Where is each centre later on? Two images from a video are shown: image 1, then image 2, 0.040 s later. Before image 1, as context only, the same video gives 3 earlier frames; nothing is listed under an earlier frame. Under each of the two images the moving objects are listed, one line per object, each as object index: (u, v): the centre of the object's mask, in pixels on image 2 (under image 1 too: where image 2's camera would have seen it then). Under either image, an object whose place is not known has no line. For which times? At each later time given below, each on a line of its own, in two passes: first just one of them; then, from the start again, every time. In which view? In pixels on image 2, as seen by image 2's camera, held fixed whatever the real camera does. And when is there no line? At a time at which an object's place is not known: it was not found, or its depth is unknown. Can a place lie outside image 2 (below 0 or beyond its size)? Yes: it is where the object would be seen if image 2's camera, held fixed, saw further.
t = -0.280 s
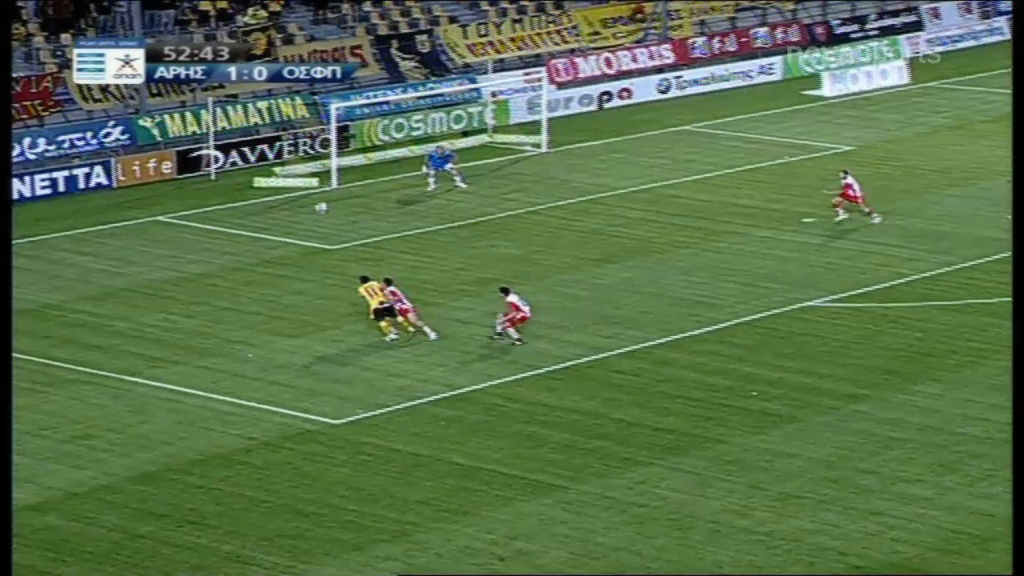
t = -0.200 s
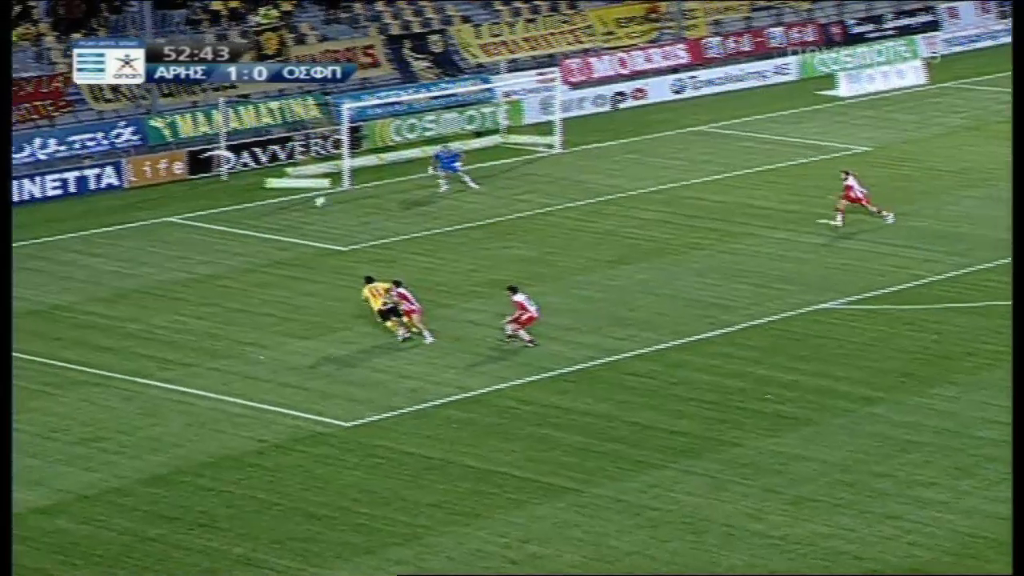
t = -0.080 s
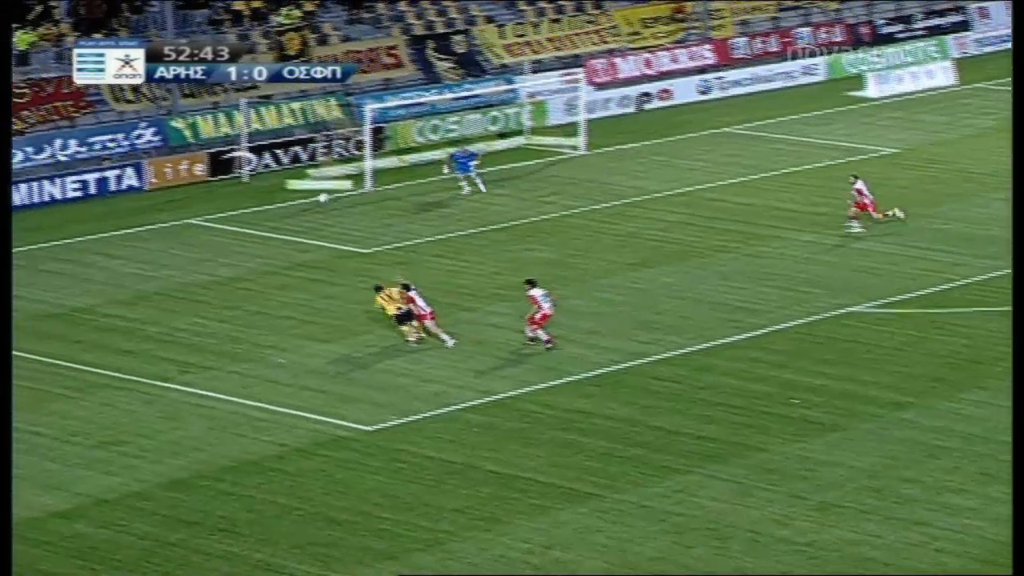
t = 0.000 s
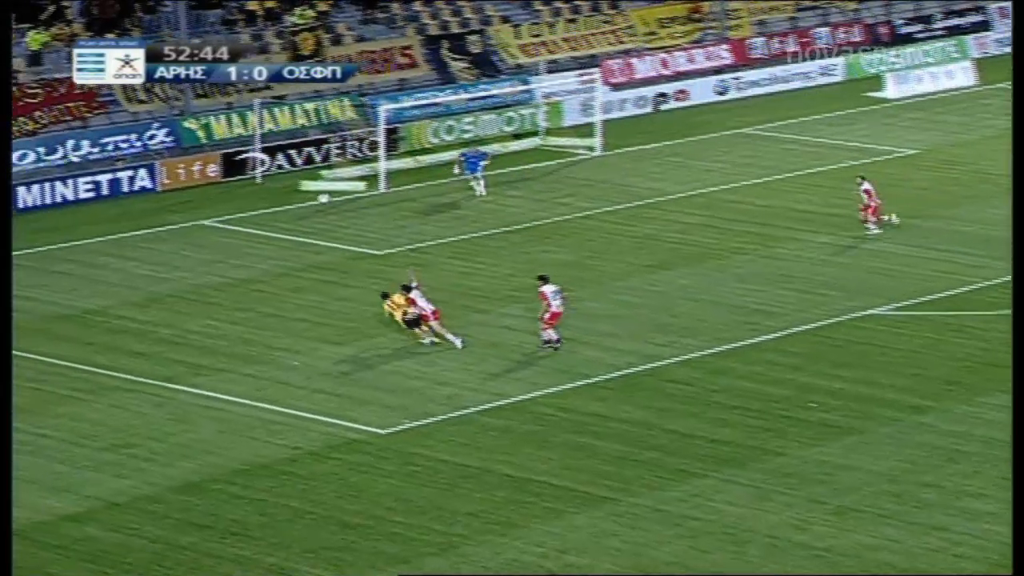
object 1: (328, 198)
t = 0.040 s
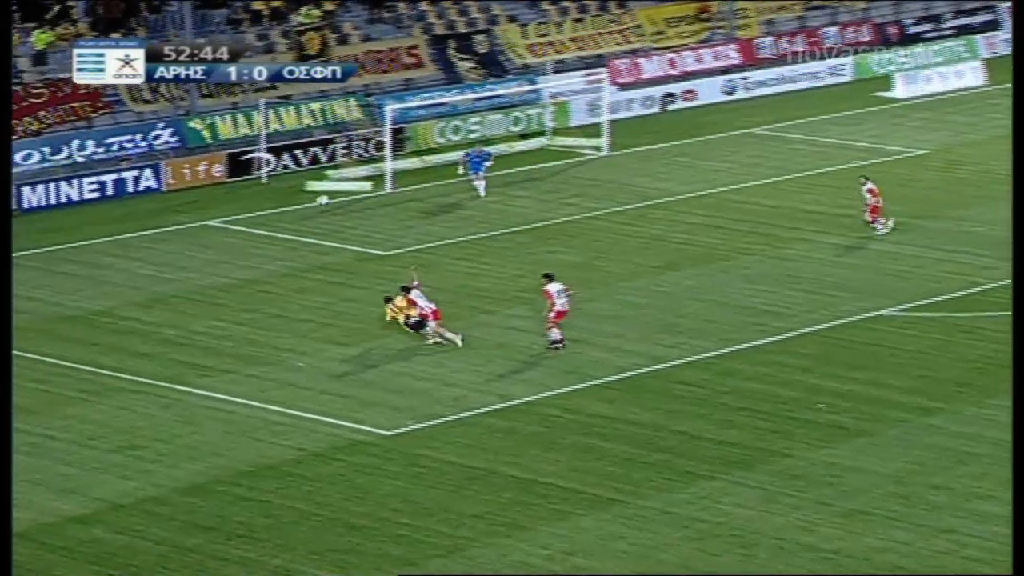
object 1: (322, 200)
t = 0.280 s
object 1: (286, 215)
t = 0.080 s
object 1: (316, 200)
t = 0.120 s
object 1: (310, 201)
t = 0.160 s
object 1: (302, 204)
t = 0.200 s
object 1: (298, 207)
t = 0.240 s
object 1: (292, 210)
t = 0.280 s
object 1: (286, 215)
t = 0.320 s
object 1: (282, 220)
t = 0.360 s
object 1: (275, 225)
